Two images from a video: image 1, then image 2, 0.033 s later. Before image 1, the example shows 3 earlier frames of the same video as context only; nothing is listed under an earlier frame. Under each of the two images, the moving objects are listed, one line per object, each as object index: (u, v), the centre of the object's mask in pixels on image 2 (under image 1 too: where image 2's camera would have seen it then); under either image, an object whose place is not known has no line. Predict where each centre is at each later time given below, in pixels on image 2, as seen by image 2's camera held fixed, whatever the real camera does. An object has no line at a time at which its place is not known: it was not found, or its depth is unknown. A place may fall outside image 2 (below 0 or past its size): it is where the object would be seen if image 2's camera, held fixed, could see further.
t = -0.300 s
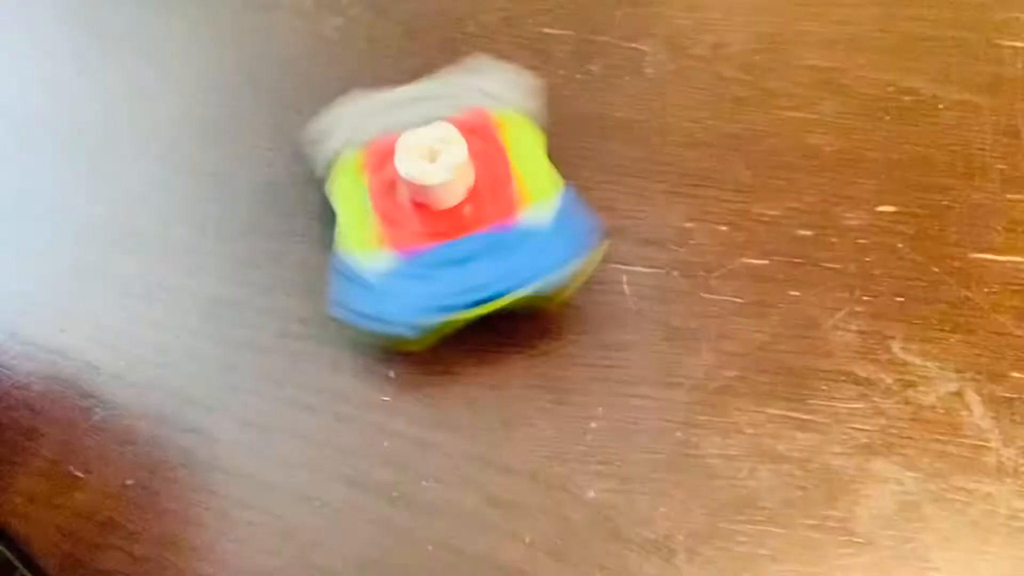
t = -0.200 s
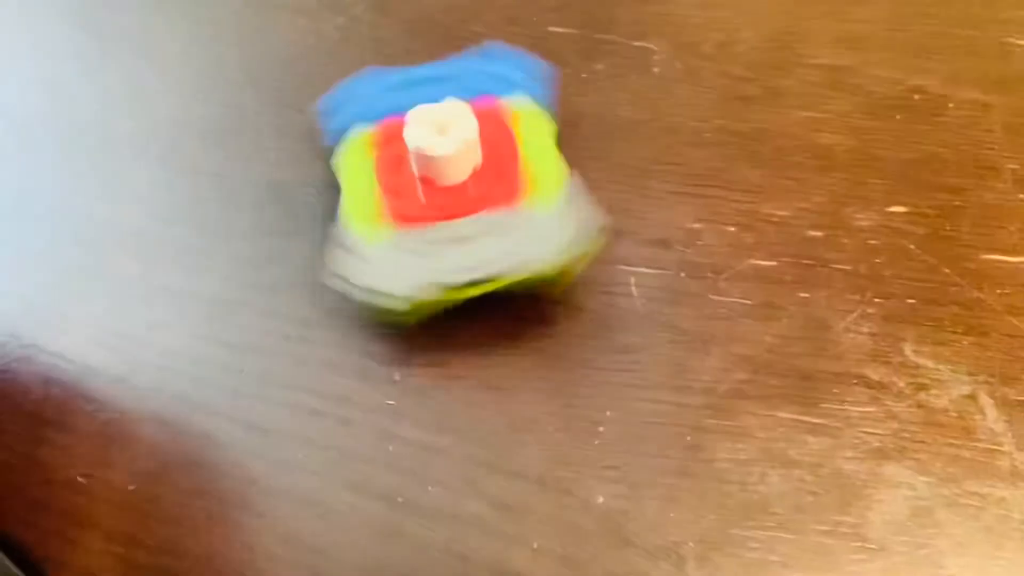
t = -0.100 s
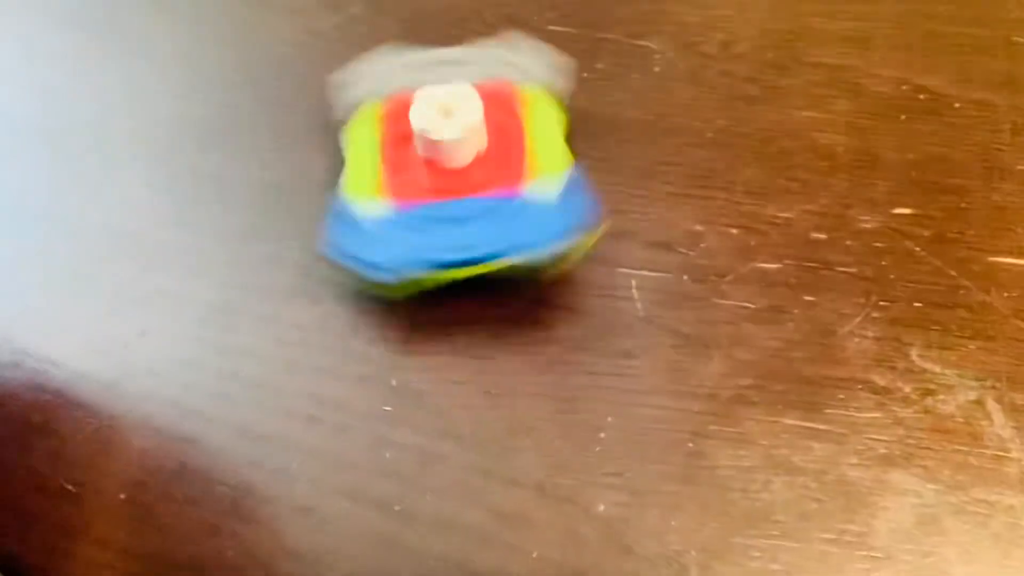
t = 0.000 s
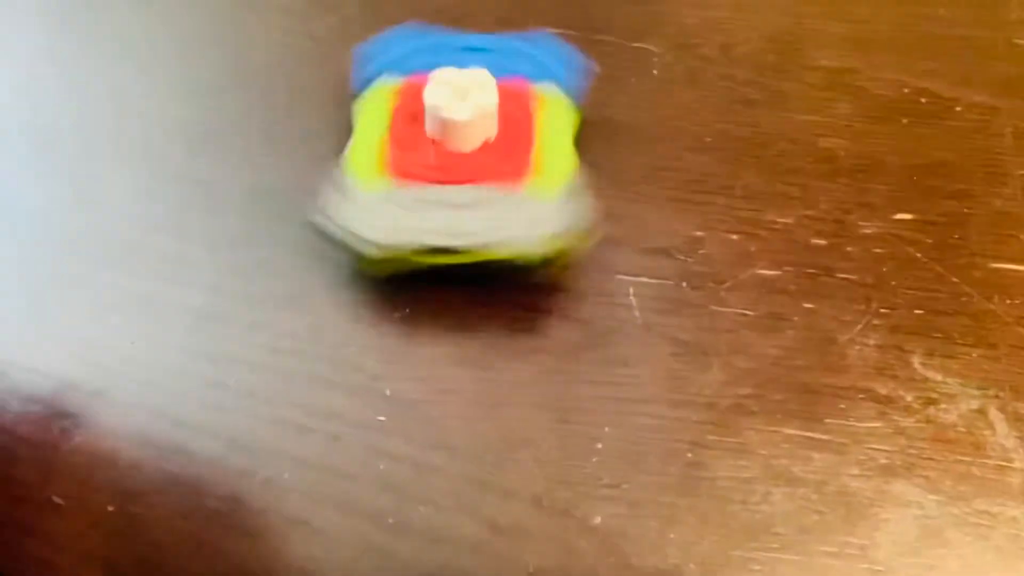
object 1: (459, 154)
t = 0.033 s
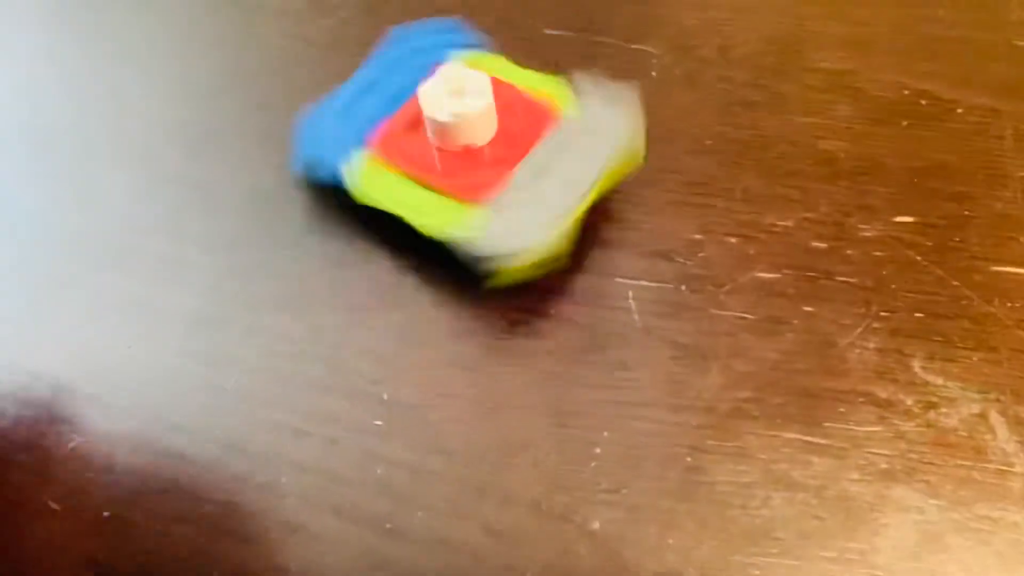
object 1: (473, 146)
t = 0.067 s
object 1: (471, 141)
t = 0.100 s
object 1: (476, 138)
